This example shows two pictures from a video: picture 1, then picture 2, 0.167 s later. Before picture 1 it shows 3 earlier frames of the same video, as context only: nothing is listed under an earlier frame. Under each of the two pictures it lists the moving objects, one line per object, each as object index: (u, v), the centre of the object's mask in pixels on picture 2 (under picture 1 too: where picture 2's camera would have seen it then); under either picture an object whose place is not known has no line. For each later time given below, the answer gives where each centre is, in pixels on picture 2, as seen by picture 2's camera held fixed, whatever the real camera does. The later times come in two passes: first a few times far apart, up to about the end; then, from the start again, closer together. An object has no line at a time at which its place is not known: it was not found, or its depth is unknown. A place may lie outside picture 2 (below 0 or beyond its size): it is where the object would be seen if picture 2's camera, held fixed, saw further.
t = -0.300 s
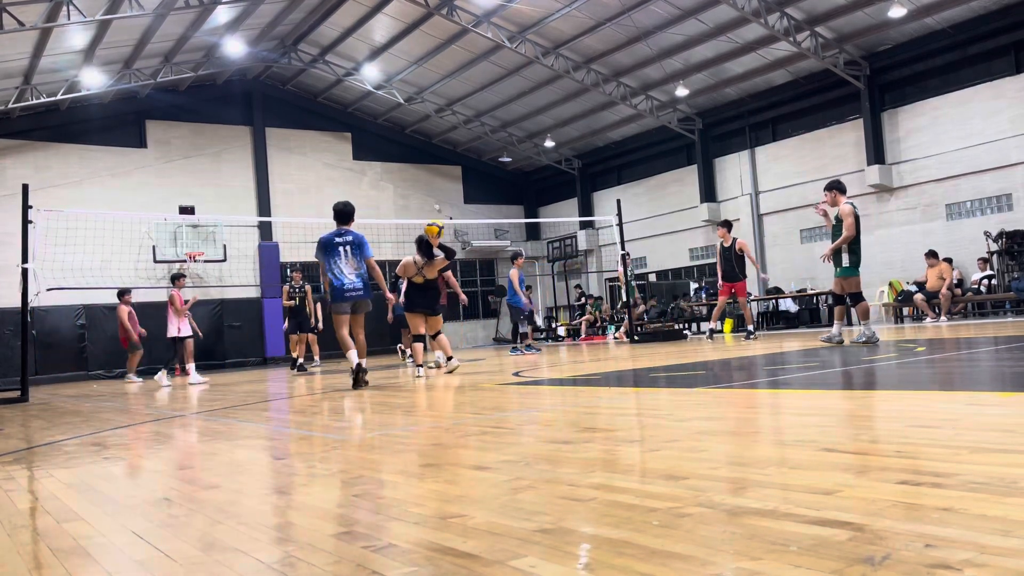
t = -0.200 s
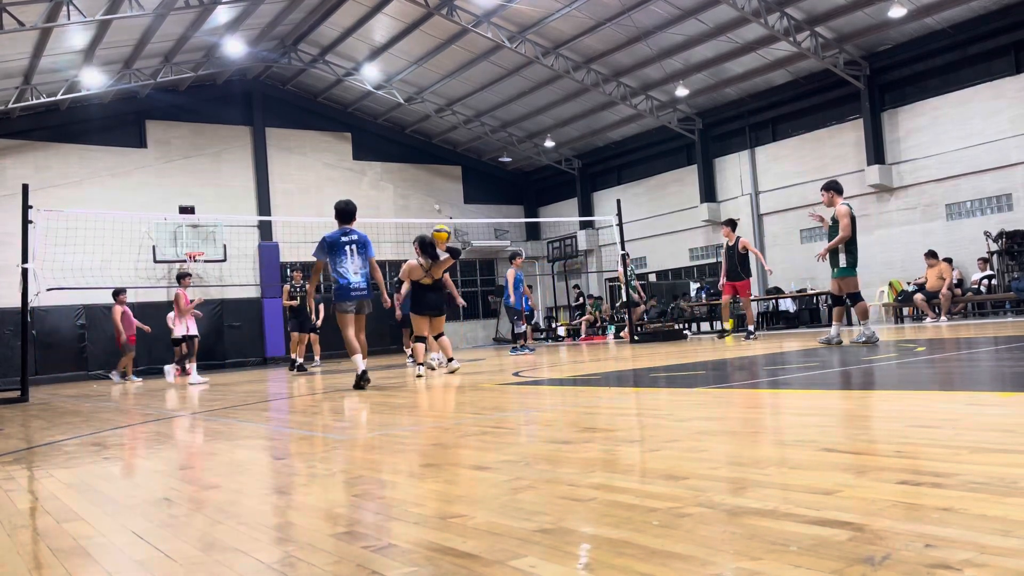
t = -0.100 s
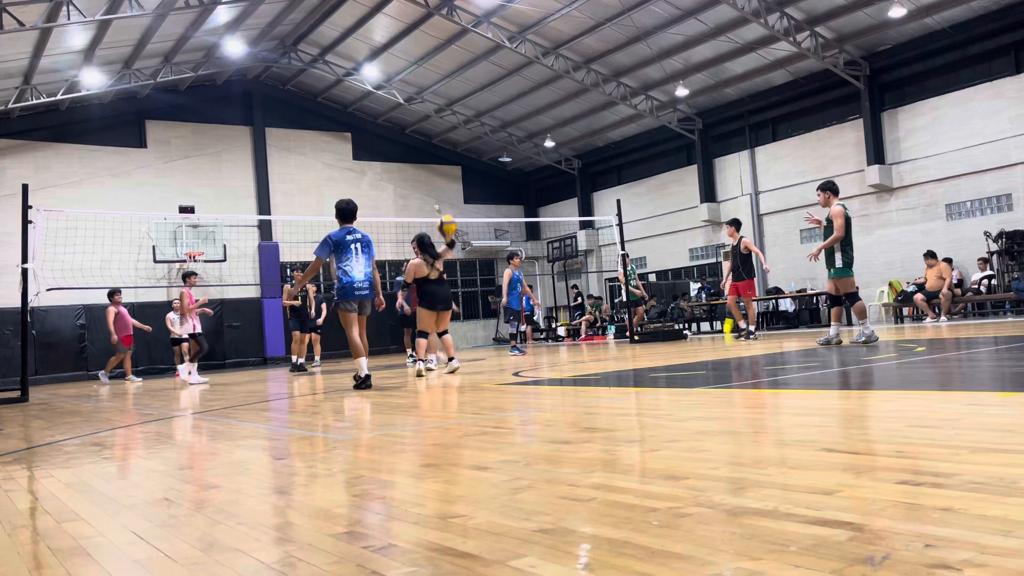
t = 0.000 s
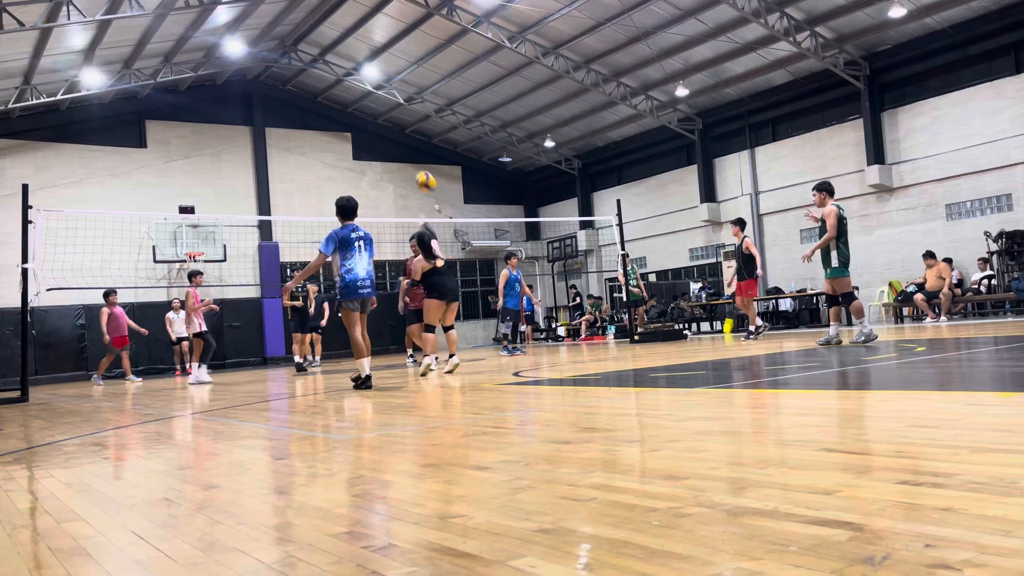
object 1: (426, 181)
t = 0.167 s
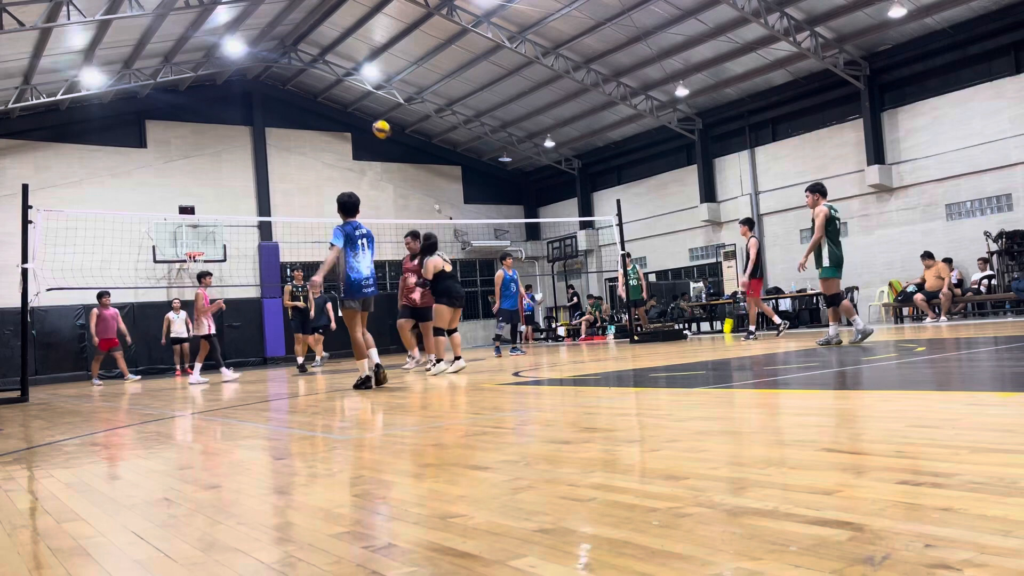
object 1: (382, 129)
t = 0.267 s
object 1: (360, 111)
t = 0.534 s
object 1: (316, 103)
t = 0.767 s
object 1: (288, 127)
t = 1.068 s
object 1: (262, 190)
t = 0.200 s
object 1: (374, 122)
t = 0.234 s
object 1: (367, 116)
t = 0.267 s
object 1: (360, 111)
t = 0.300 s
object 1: (353, 108)
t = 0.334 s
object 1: (348, 105)
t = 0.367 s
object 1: (341, 102)
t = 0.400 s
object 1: (336, 102)
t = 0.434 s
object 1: (331, 101)
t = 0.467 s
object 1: (325, 101)
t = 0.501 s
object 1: (320, 102)
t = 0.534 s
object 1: (316, 103)
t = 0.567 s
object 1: (311, 105)
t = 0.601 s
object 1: (307, 108)
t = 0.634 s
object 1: (303, 111)
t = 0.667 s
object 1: (299, 114)
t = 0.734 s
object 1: (291, 122)
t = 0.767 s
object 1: (288, 127)
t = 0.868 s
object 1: (279, 144)
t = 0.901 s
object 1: (276, 151)
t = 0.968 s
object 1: (270, 165)
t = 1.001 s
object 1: (267, 173)
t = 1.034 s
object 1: (264, 181)
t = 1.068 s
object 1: (262, 190)
